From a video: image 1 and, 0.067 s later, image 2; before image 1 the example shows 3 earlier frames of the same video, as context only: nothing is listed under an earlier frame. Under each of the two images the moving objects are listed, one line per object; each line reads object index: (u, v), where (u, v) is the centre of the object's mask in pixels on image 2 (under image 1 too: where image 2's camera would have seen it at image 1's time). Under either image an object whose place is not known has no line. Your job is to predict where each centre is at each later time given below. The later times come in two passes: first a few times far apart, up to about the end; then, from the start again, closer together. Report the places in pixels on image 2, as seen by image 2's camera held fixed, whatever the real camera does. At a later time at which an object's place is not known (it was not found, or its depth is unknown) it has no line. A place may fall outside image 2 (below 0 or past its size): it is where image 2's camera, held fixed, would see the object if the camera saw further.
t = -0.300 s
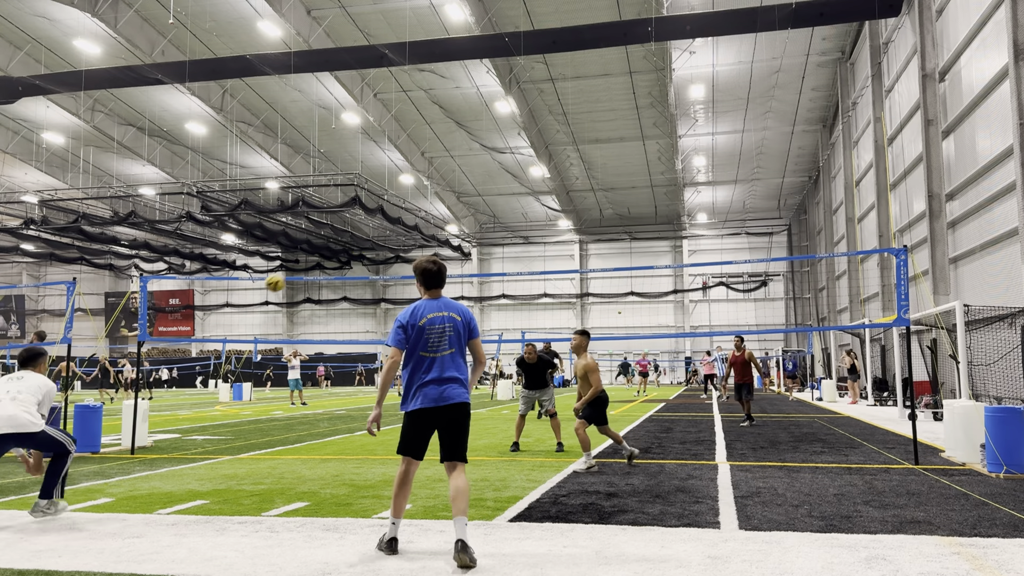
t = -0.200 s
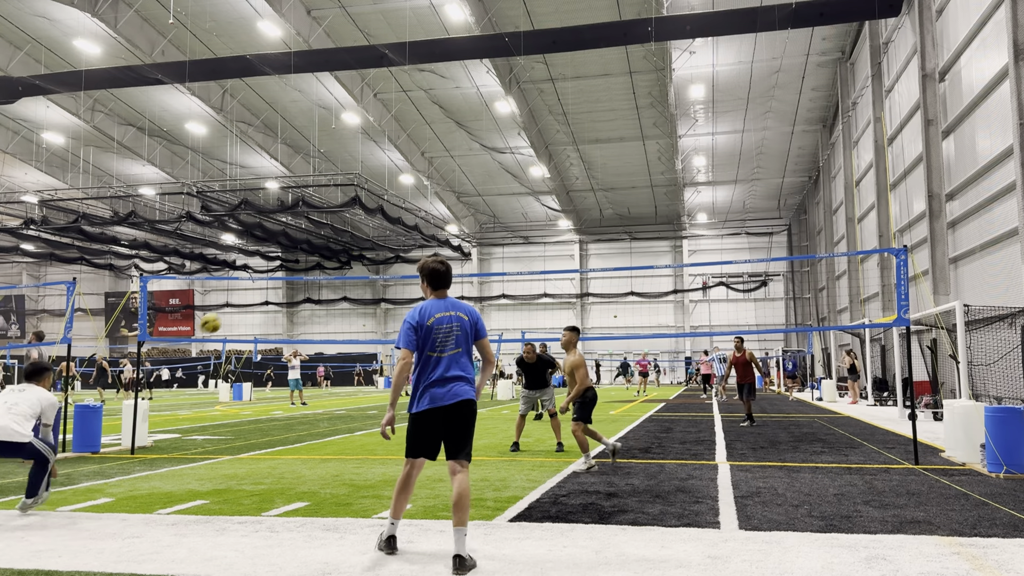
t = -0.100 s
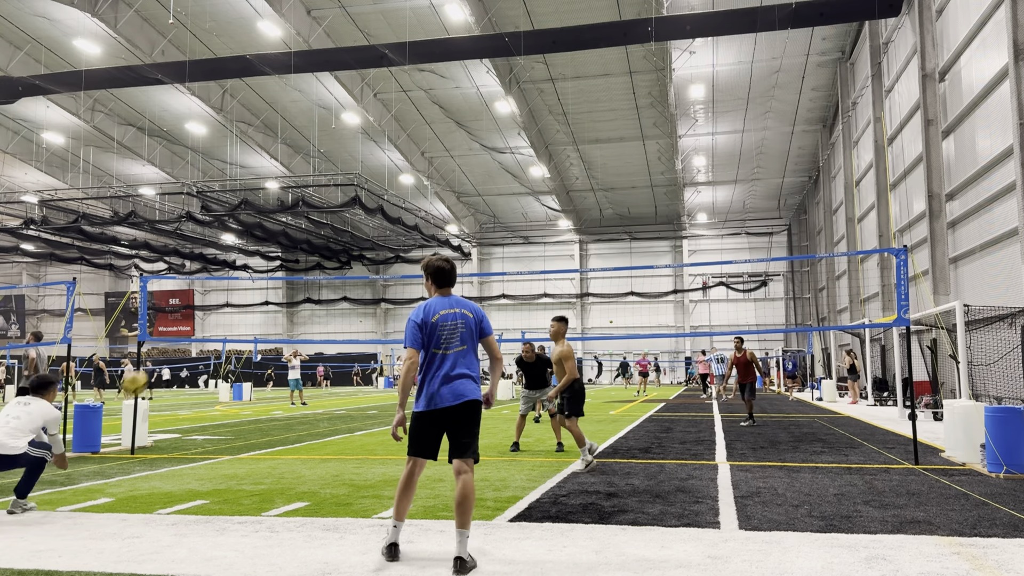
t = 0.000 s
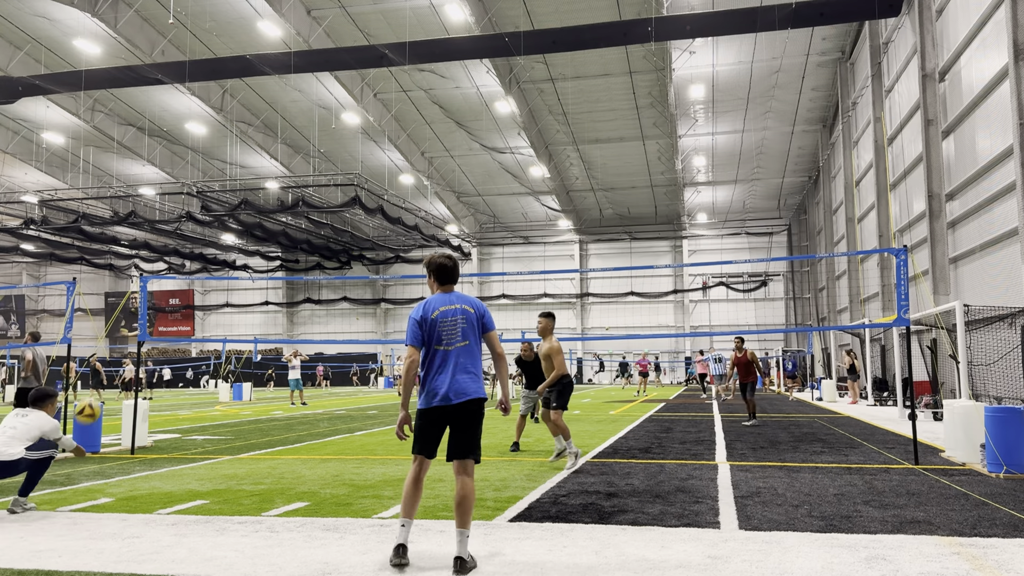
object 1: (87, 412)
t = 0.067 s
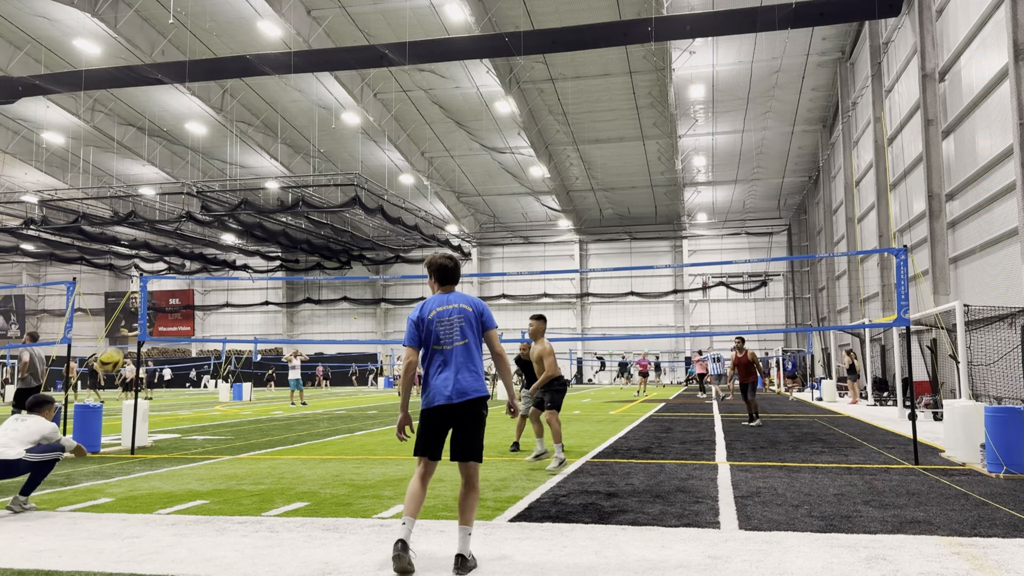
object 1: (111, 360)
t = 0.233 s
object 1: (162, 261)
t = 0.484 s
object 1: (230, 176)
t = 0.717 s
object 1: (286, 154)
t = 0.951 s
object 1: (339, 186)
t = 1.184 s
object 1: (390, 267)
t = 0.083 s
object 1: (116, 348)
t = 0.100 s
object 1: (121, 337)
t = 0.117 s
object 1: (126, 326)
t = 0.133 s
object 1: (131, 317)
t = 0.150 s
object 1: (136, 306)
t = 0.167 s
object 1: (142, 297)
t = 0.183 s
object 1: (147, 287)
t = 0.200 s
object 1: (152, 279)
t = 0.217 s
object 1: (157, 269)
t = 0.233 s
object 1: (162, 261)
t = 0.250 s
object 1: (167, 252)
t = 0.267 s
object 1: (171, 245)
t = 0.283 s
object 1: (176, 238)
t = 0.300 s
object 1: (181, 230)
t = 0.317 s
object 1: (186, 224)
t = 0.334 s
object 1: (190, 218)
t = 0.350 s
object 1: (195, 212)
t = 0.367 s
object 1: (200, 206)
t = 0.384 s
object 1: (204, 201)
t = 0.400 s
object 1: (208, 196)
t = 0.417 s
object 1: (212, 191)
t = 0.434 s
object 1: (217, 186)
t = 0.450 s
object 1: (221, 182)
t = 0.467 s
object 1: (225, 178)
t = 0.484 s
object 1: (230, 176)
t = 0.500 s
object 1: (234, 172)
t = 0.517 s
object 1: (238, 168)
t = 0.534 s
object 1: (242, 165)
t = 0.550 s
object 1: (246, 163)
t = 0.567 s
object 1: (251, 161)
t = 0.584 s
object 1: (255, 159)
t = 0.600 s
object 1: (259, 158)
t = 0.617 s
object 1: (263, 156)
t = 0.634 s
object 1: (267, 155)
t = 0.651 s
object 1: (271, 154)
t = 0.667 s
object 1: (275, 154)
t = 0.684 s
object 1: (279, 153)
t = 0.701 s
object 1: (283, 154)
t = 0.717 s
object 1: (286, 154)
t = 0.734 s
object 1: (291, 155)
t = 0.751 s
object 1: (294, 156)
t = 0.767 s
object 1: (298, 156)
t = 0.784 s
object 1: (302, 158)
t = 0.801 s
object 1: (306, 160)
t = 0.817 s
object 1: (310, 162)
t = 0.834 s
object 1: (313, 163)
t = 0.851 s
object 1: (317, 166)
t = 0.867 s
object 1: (321, 169)
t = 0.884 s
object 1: (325, 172)
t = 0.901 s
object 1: (328, 175)
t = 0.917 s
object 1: (332, 178)
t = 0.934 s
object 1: (336, 182)
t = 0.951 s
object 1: (339, 186)
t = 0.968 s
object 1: (343, 190)
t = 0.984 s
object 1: (347, 195)
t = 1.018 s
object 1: (354, 205)
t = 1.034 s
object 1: (357, 209)
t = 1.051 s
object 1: (361, 215)
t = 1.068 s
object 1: (365, 220)
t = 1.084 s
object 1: (368, 226)
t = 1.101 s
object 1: (372, 233)
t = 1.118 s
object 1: (376, 240)
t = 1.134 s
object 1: (379, 246)
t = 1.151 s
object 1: (383, 253)
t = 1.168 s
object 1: (386, 259)
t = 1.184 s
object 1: (390, 267)
